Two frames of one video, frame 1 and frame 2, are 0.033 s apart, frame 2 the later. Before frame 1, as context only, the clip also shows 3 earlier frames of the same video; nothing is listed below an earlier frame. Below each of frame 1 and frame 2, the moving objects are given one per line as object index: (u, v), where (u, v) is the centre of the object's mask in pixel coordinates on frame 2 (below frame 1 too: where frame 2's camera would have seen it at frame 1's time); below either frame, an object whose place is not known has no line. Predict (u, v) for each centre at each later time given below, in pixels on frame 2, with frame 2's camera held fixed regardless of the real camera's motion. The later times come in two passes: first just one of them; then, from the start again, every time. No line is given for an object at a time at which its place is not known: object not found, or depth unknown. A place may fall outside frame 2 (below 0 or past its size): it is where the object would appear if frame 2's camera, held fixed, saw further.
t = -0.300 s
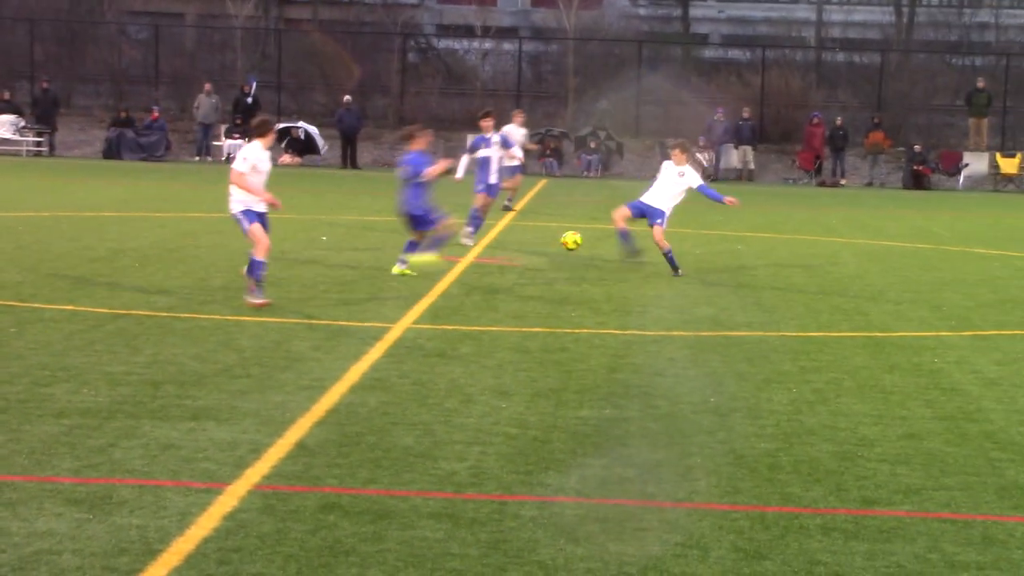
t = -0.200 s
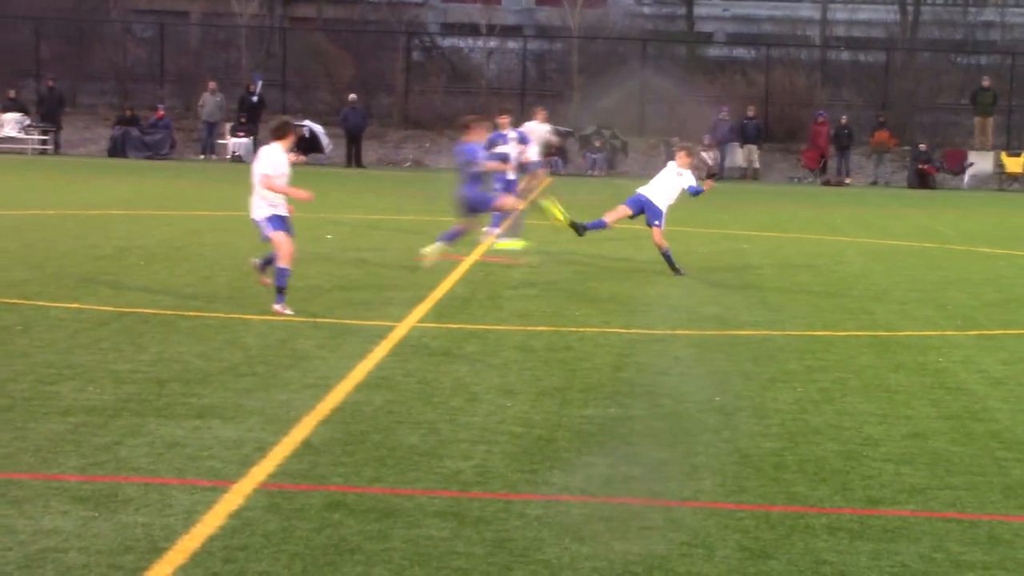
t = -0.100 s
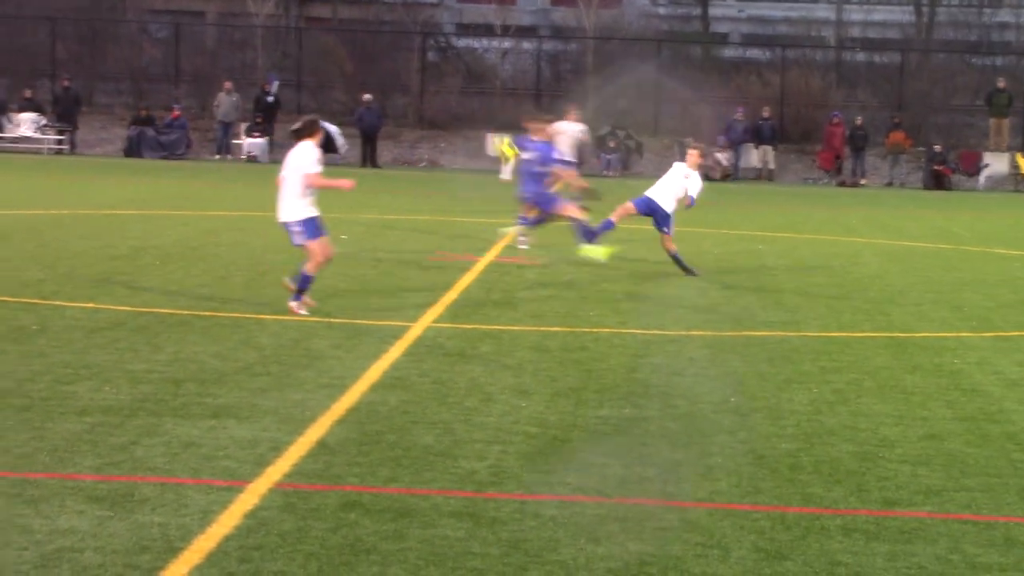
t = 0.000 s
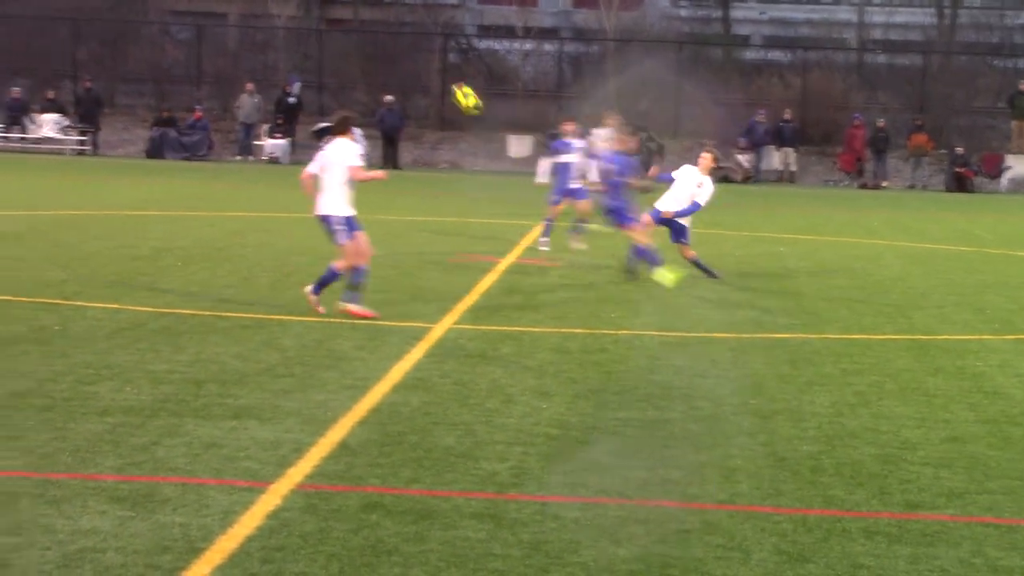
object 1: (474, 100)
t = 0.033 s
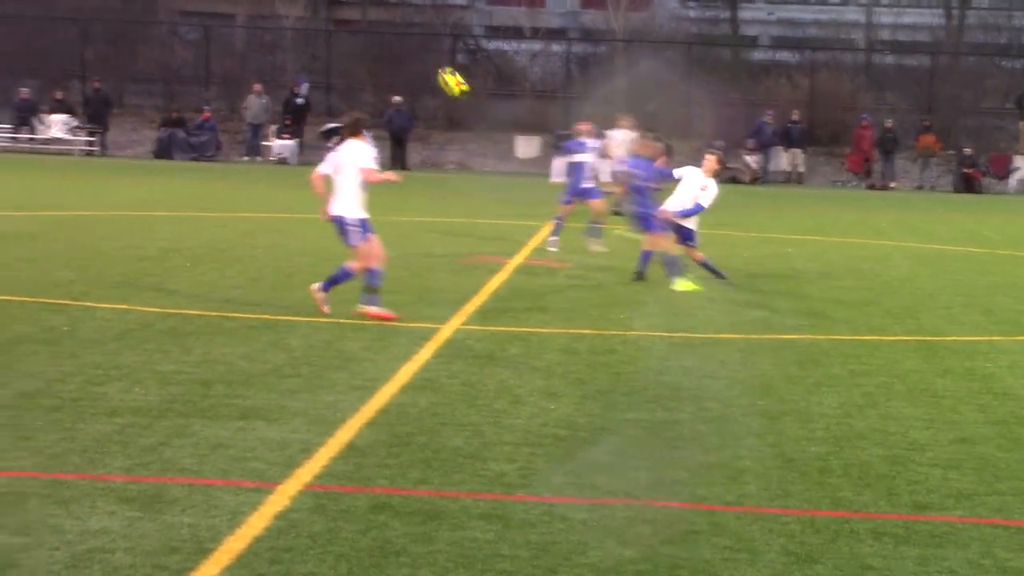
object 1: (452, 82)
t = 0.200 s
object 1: (357, 12)
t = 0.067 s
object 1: (432, 67)
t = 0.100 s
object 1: (410, 52)
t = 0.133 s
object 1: (394, 38)
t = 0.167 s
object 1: (379, 24)
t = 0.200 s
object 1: (357, 12)
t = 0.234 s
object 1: (342, 0)
